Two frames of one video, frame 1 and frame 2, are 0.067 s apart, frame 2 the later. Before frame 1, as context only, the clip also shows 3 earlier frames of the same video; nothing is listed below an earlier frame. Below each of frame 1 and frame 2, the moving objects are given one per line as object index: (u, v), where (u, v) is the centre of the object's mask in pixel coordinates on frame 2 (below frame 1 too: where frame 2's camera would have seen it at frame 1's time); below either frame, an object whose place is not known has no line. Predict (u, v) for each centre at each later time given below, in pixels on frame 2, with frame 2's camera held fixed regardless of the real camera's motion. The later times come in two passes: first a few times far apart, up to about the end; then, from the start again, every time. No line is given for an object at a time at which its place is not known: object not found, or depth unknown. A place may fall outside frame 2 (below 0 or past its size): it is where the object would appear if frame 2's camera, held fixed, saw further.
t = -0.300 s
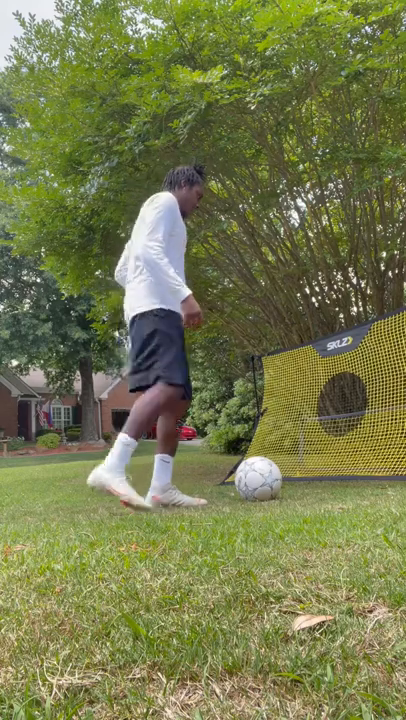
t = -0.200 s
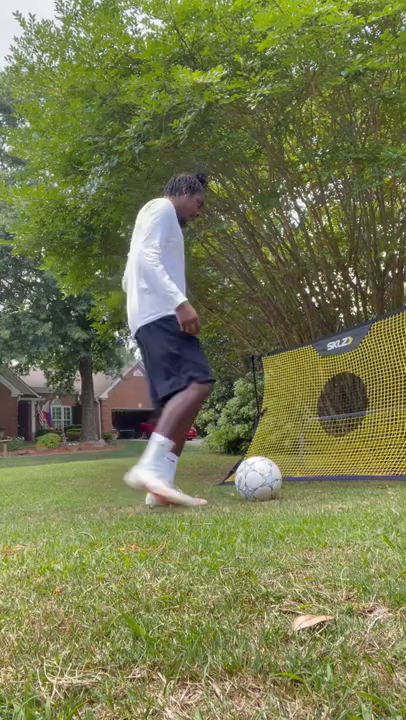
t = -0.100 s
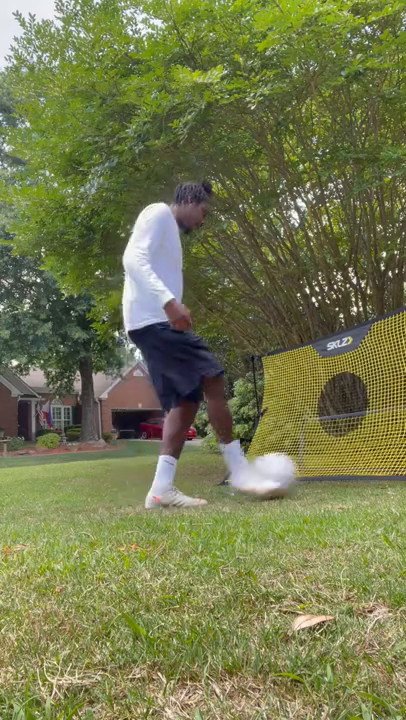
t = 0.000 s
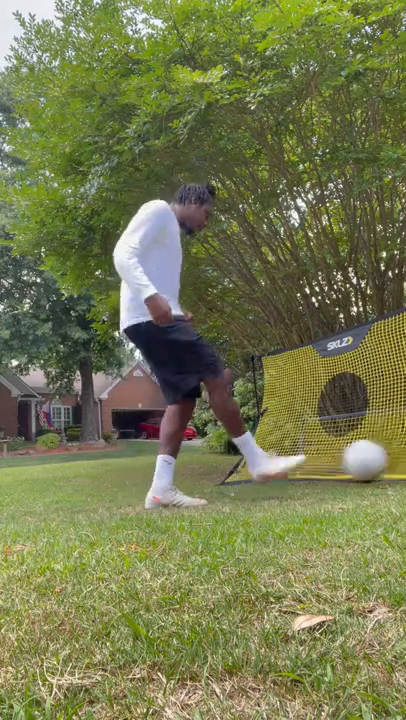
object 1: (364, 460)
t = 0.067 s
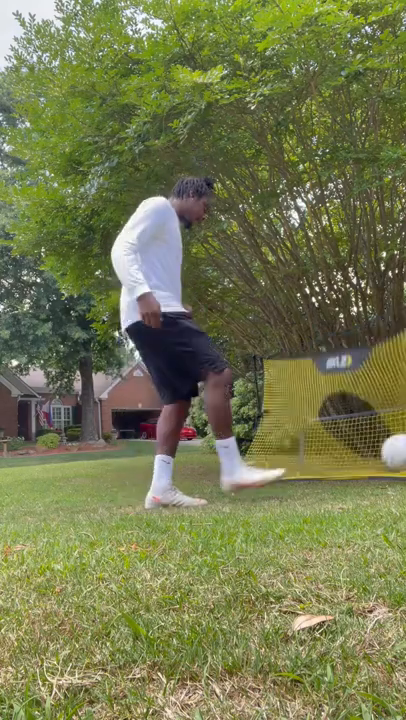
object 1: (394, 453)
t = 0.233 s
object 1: (394, 401)
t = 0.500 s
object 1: (325, 347)
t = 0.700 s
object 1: (273, 379)
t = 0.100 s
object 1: (398, 446)
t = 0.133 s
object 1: (400, 436)
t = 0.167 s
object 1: (400, 426)
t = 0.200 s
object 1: (398, 414)
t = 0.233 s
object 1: (394, 401)
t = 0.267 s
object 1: (389, 389)
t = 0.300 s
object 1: (381, 378)
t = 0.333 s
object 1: (372, 369)
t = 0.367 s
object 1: (362, 361)
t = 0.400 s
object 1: (352, 355)
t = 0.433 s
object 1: (343, 351)
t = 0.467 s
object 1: (333, 348)
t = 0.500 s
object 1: (325, 347)
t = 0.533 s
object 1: (316, 347)
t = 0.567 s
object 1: (307, 349)
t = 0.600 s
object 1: (299, 353)
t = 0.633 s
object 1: (290, 360)
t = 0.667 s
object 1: (281, 367)
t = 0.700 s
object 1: (273, 379)
